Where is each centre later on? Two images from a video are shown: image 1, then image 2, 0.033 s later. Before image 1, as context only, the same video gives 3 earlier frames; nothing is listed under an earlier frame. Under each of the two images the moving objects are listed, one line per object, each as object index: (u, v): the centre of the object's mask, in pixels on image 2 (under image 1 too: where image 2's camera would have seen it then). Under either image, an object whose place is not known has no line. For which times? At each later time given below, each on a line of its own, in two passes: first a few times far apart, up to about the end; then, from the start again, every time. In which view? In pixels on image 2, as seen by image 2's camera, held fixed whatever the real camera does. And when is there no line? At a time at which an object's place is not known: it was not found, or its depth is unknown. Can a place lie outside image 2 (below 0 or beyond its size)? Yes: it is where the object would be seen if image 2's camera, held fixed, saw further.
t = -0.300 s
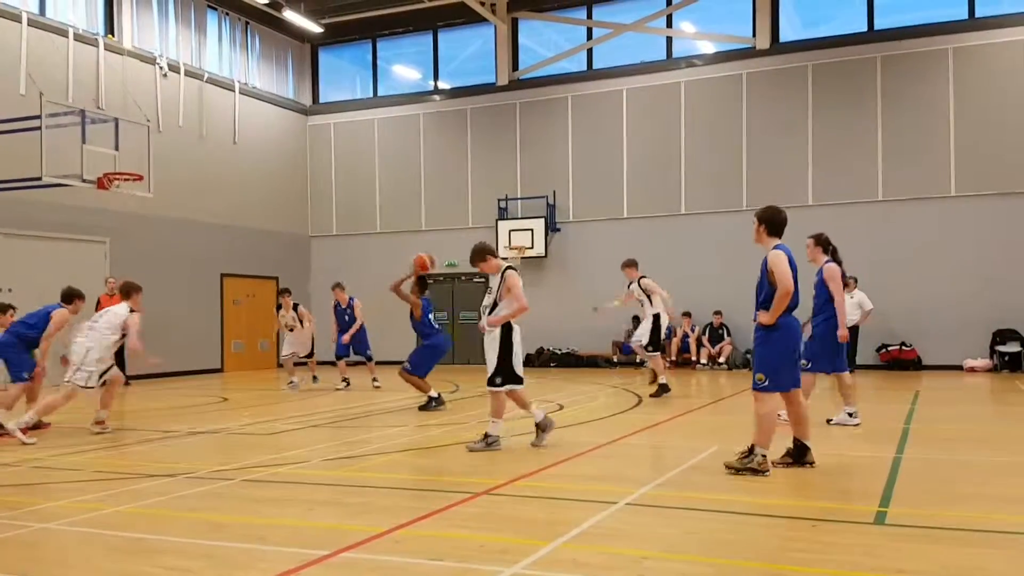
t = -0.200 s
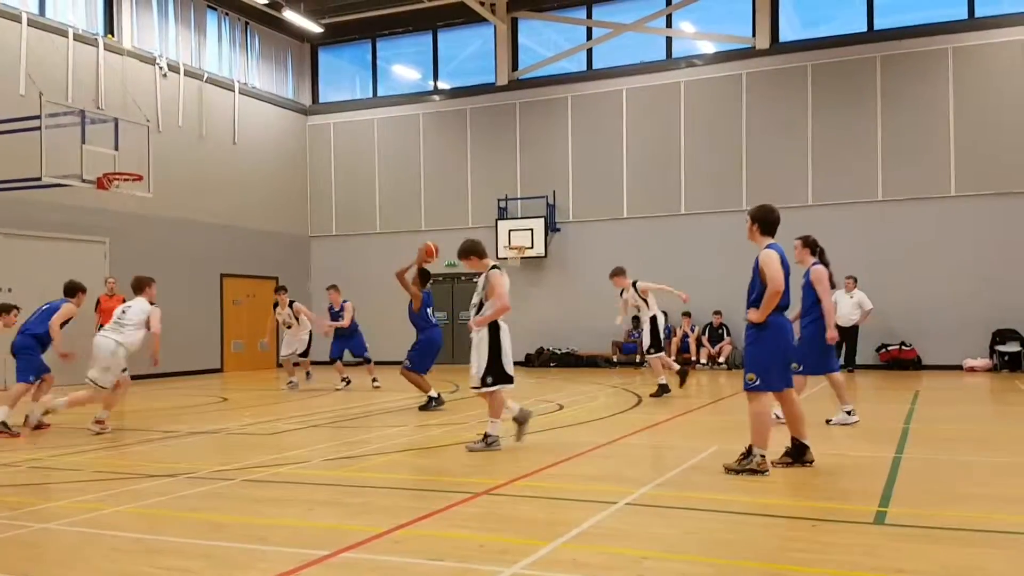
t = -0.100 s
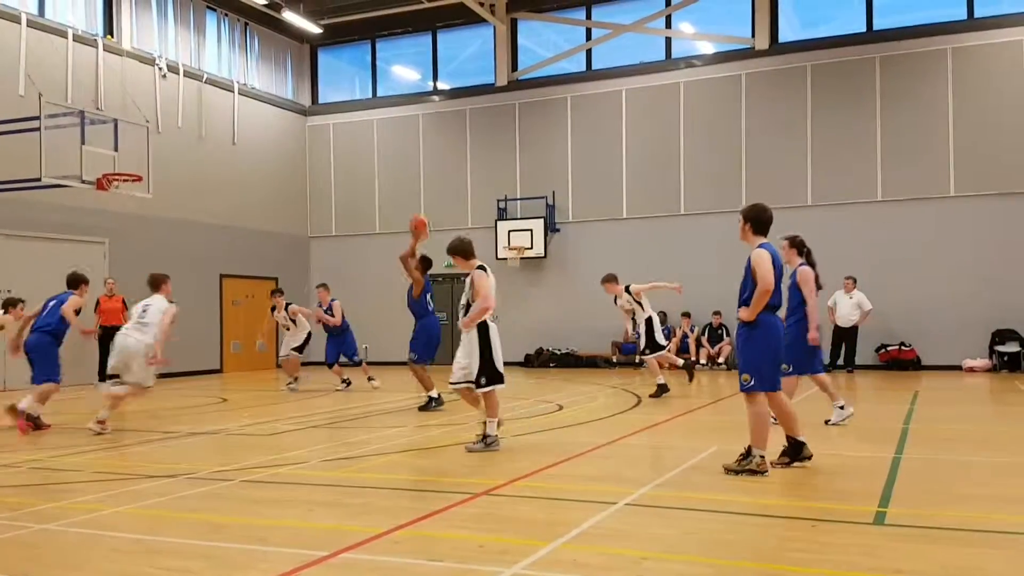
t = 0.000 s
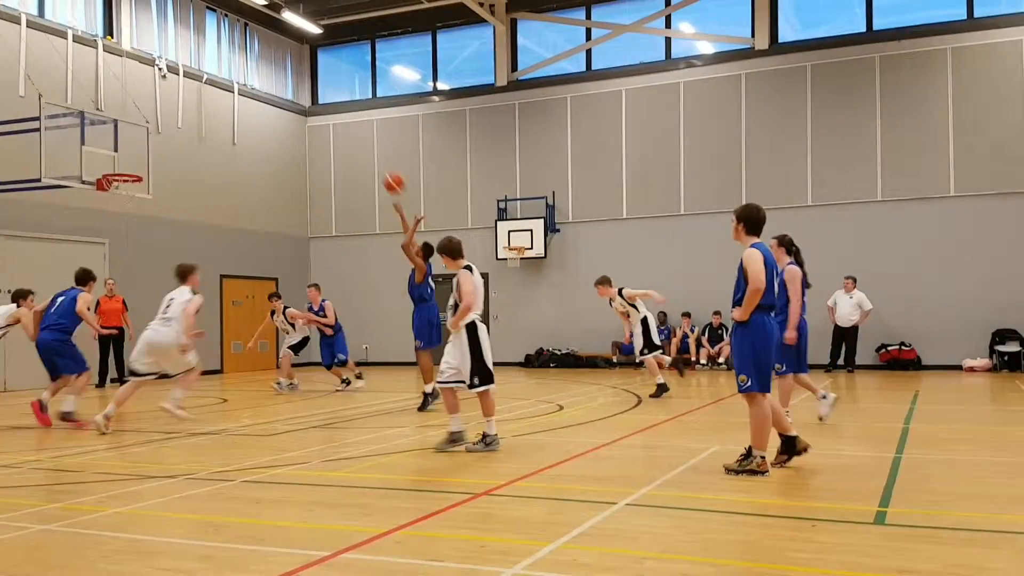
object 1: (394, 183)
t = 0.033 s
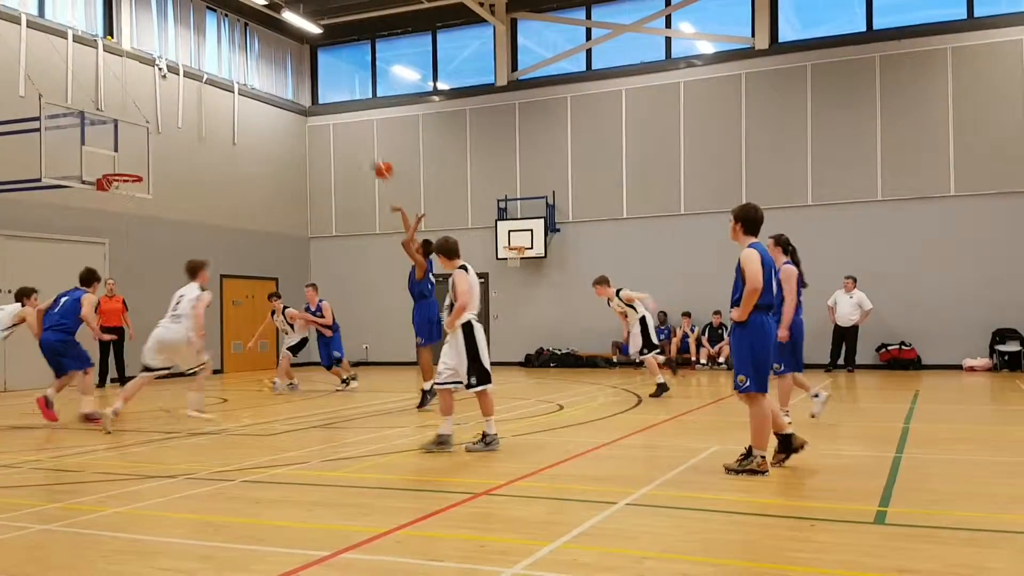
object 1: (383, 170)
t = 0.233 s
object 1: (318, 106)
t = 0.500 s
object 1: (238, 76)
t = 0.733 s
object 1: (176, 98)
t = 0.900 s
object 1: (134, 138)
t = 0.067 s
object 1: (372, 157)
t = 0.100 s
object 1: (361, 144)
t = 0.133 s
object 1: (349, 132)
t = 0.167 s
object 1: (339, 124)
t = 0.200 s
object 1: (328, 113)
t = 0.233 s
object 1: (318, 106)
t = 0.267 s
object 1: (308, 99)
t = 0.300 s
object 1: (298, 94)
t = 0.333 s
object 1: (286, 88)
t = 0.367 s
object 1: (276, 84)
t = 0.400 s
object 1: (267, 81)
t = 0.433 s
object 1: (257, 79)
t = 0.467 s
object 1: (247, 78)
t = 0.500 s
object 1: (238, 76)
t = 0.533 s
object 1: (229, 77)
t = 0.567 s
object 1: (220, 79)
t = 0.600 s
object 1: (211, 81)
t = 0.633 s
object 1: (203, 84)
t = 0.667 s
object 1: (193, 88)
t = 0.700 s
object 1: (185, 93)
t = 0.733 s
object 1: (176, 98)
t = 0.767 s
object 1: (167, 105)
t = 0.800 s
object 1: (160, 112)
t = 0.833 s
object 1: (151, 122)
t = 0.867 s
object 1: (144, 129)
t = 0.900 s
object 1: (134, 138)
